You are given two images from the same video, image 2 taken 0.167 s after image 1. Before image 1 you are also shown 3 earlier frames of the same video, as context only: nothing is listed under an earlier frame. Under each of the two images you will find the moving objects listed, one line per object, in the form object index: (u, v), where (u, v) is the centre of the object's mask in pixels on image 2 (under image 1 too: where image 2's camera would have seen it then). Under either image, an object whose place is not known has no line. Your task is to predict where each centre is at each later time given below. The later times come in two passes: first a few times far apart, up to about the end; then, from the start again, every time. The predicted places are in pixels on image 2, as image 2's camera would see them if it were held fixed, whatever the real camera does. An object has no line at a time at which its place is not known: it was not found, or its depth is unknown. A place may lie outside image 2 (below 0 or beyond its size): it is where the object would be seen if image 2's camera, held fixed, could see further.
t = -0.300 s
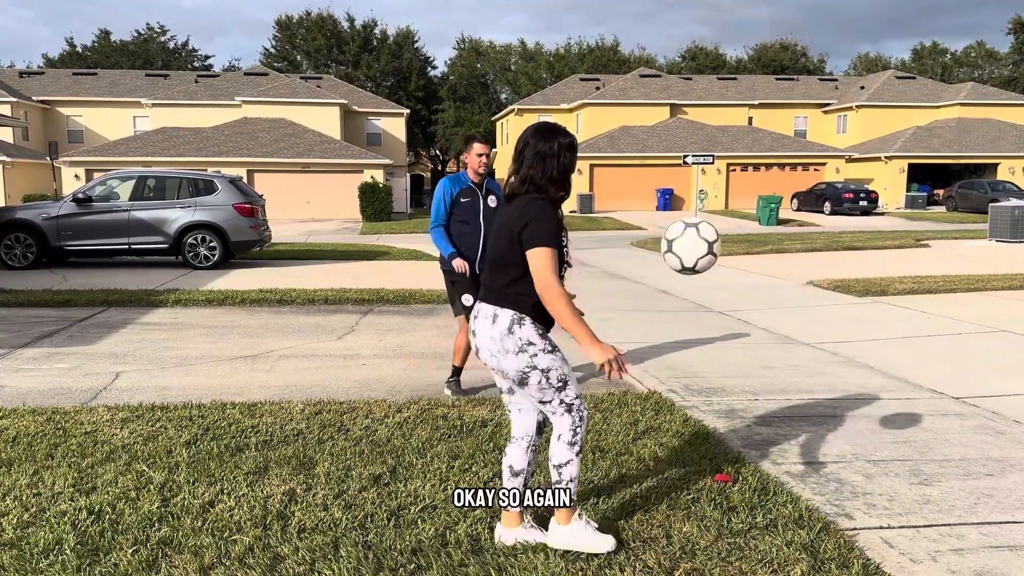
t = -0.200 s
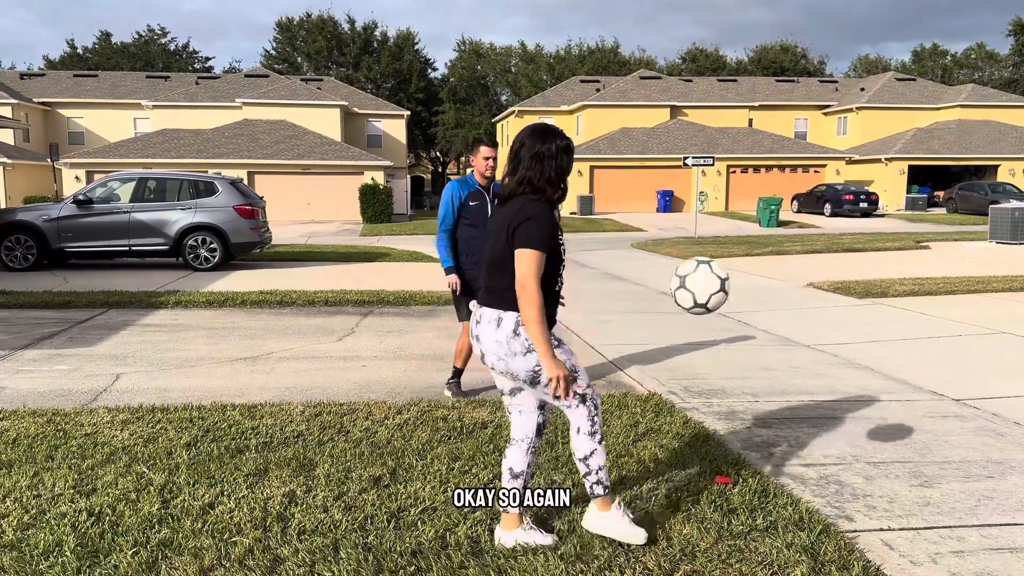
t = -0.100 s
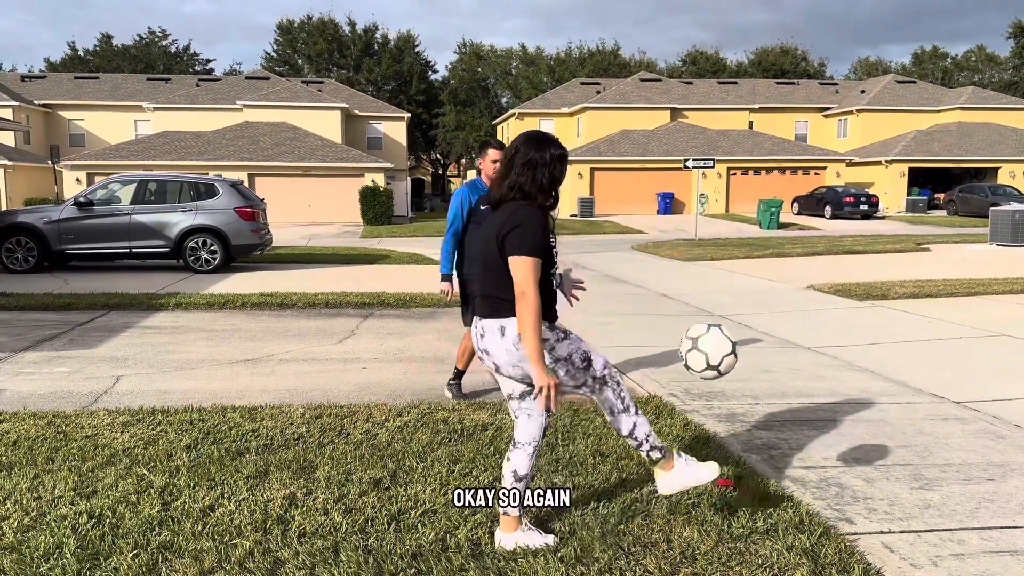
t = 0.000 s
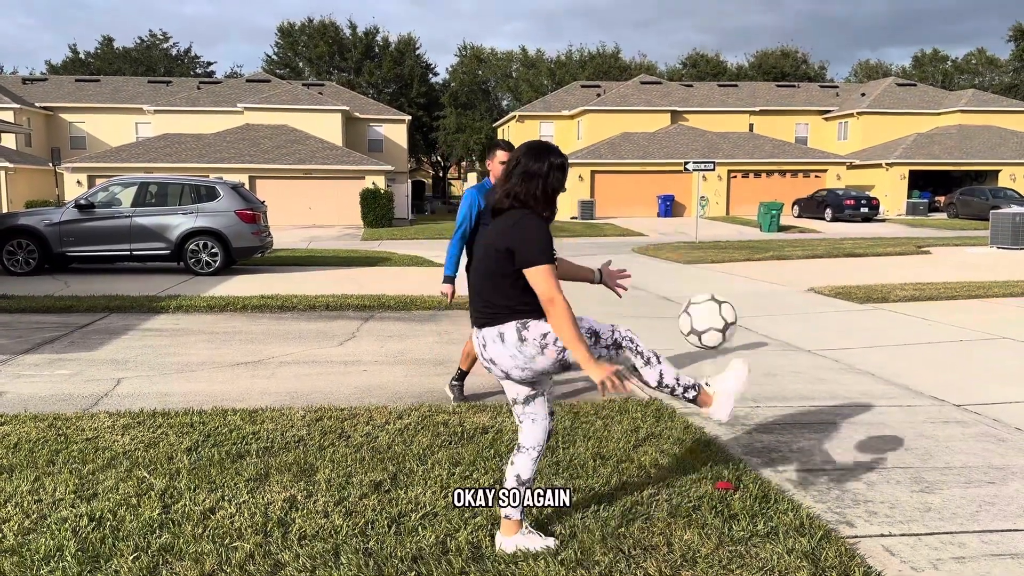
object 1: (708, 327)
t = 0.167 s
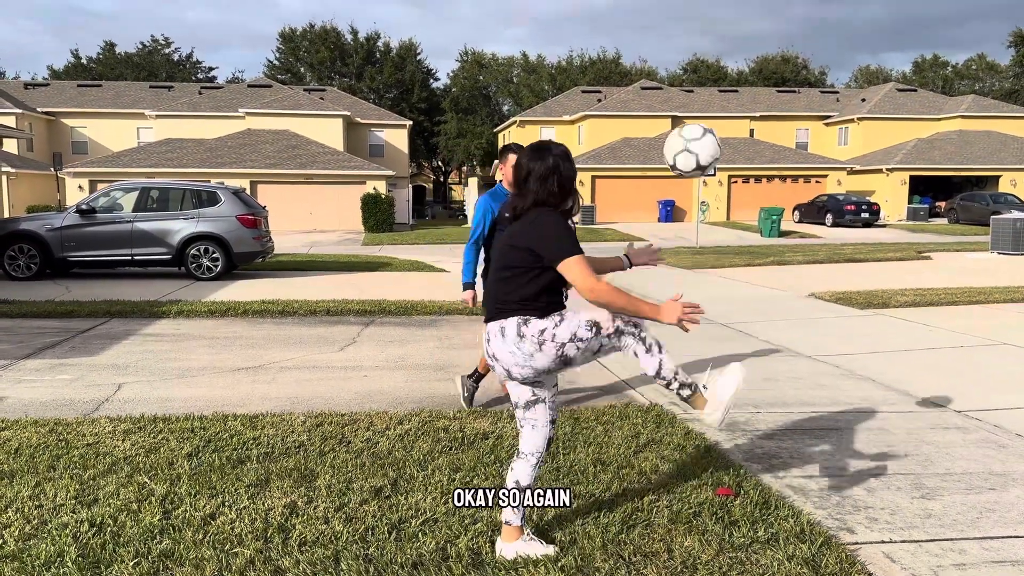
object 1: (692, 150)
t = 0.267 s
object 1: (680, 79)
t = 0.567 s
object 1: (645, 25)
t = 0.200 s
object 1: (687, 123)
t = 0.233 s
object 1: (684, 100)
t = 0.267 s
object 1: (680, 79)
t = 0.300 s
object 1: (677, 62)
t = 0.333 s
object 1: (672, 47)
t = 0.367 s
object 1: (670, 37)
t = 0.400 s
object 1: (666, 27)
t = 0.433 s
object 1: (662, 21)
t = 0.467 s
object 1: (658, 18)
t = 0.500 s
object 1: (653, 17)
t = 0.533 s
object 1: (649, 20)
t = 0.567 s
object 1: (645, 25)
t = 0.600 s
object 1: (641, 32)
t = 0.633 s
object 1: (637, 43)
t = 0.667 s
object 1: (634, 55)
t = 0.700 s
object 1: (630, 68)
